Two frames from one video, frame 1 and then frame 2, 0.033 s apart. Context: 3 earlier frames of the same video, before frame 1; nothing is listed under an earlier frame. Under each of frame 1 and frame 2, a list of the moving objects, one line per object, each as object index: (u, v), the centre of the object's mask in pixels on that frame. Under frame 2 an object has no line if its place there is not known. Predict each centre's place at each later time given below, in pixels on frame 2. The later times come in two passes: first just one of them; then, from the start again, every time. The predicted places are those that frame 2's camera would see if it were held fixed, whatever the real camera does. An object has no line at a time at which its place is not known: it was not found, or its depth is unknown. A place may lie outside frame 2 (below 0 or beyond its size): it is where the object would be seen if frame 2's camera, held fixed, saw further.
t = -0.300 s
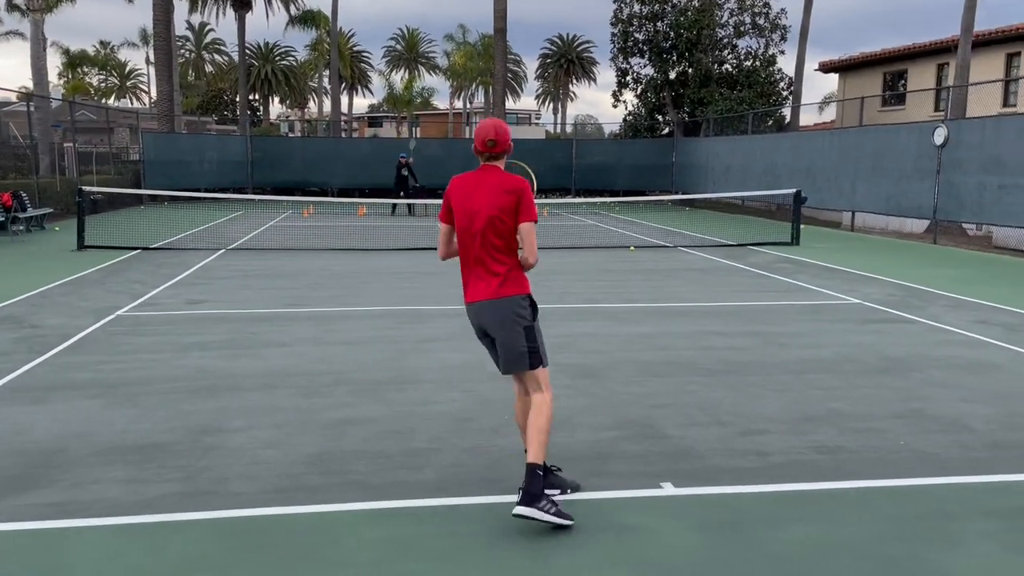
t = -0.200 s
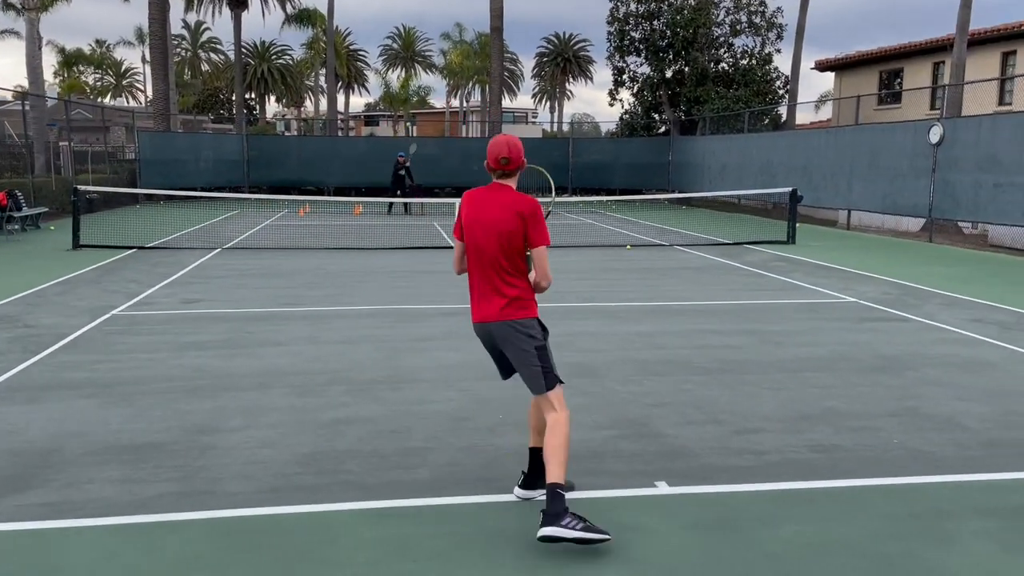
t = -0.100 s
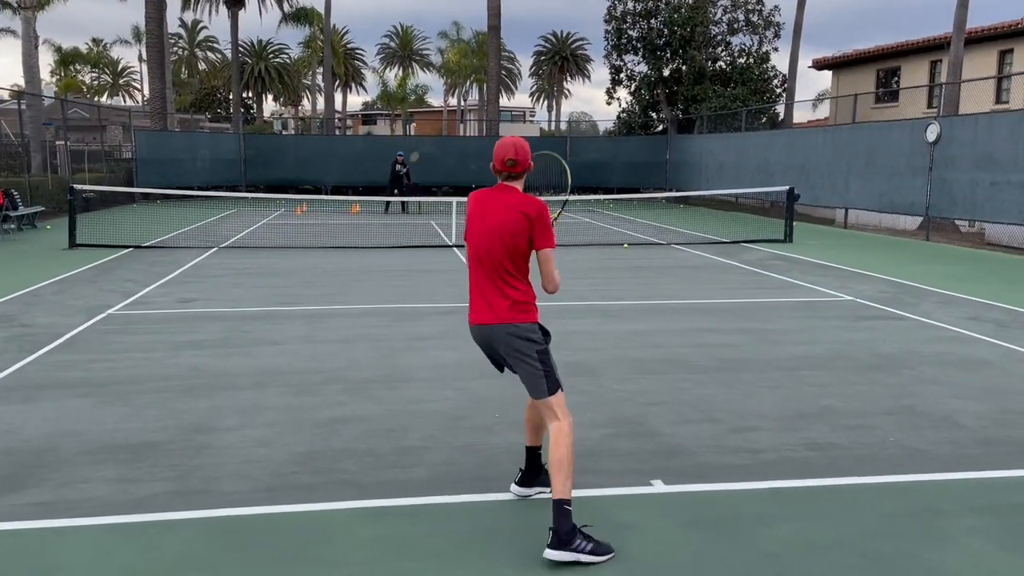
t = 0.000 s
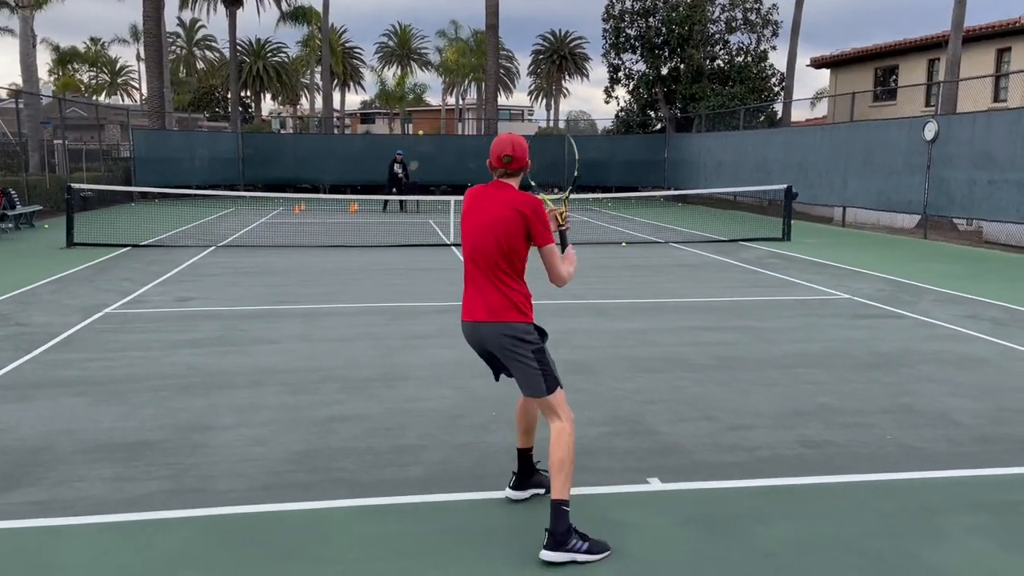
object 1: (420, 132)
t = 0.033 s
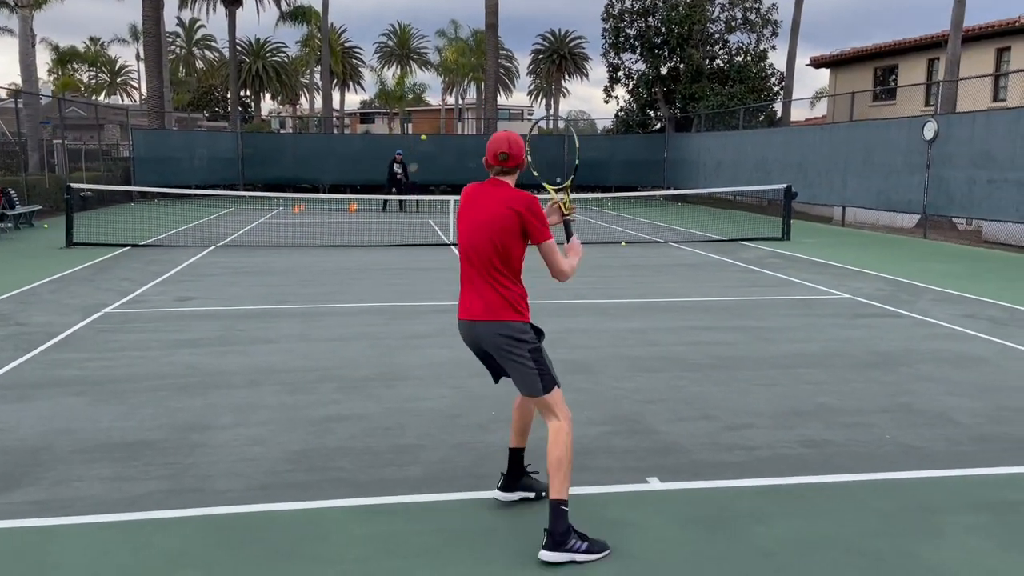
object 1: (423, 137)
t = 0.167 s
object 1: (437, 168)
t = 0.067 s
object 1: (426, 143)
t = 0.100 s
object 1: (429, 150)
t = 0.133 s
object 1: (433, 158)
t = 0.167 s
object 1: (437, 168)
